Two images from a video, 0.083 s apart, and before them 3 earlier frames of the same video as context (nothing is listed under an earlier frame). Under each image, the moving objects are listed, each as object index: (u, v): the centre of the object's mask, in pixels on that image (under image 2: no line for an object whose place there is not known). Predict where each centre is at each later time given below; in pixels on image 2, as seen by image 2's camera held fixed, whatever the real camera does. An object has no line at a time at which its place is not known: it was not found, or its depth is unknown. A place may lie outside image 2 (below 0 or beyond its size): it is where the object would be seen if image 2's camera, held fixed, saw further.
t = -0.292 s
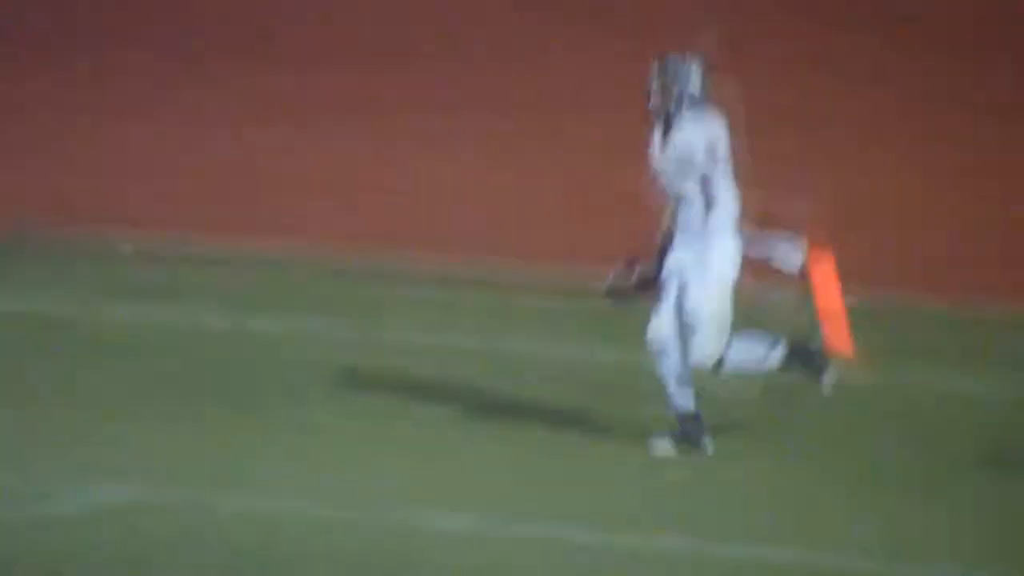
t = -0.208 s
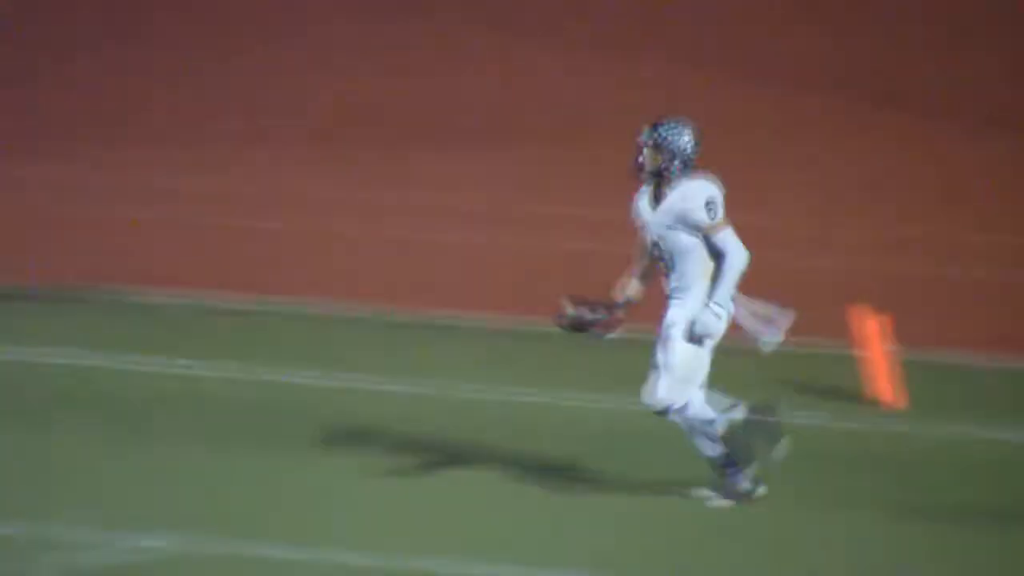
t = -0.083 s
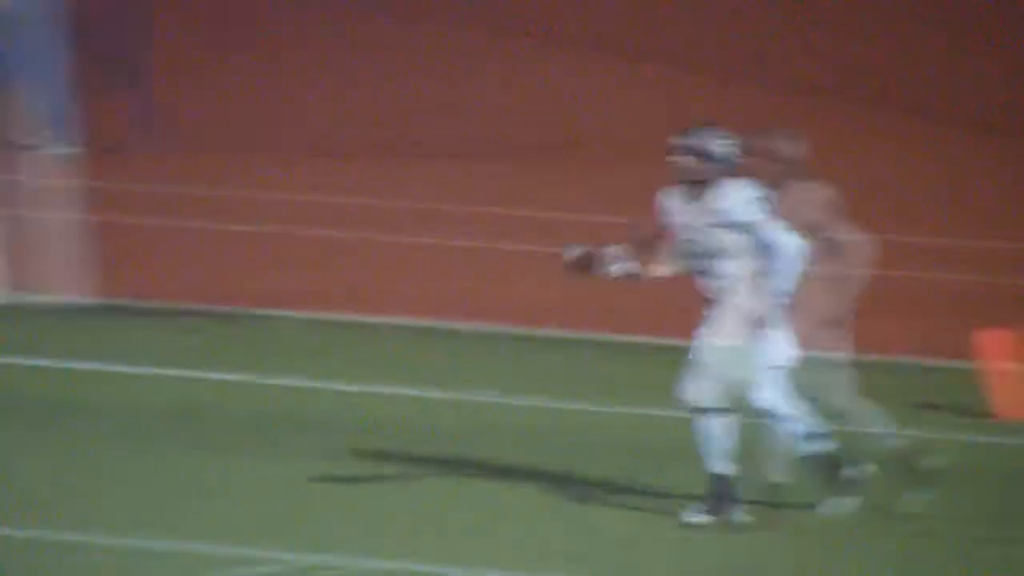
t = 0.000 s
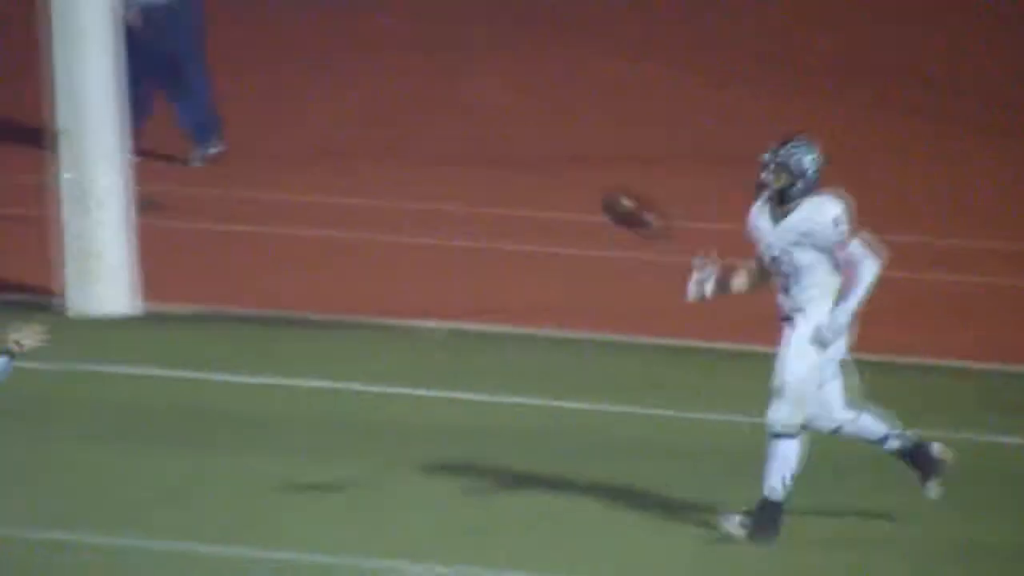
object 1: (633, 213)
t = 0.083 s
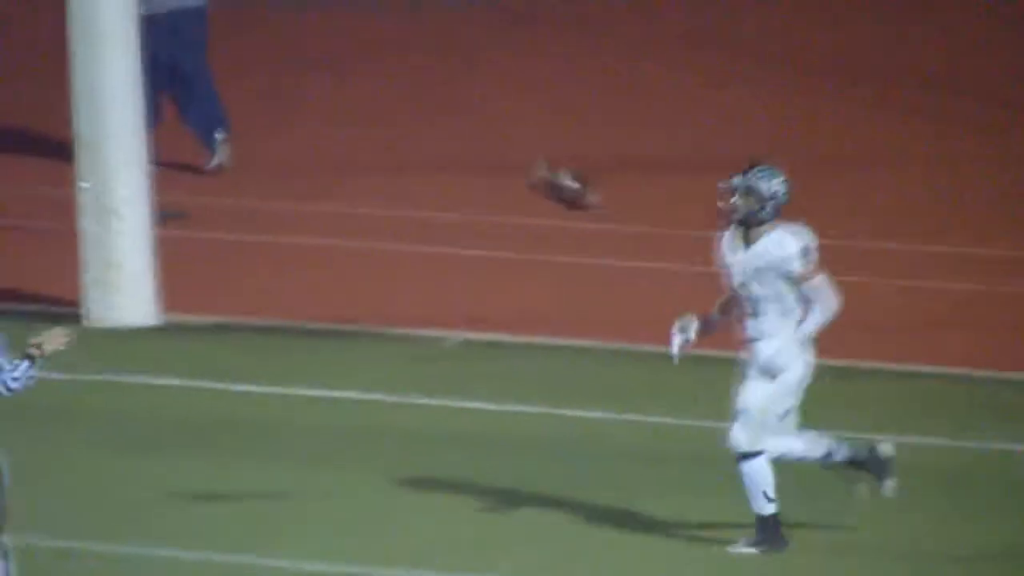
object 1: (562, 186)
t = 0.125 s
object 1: (533, 175)
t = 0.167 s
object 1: (505, 168)
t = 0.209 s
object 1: (460, 152)
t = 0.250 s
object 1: (429, 149)
